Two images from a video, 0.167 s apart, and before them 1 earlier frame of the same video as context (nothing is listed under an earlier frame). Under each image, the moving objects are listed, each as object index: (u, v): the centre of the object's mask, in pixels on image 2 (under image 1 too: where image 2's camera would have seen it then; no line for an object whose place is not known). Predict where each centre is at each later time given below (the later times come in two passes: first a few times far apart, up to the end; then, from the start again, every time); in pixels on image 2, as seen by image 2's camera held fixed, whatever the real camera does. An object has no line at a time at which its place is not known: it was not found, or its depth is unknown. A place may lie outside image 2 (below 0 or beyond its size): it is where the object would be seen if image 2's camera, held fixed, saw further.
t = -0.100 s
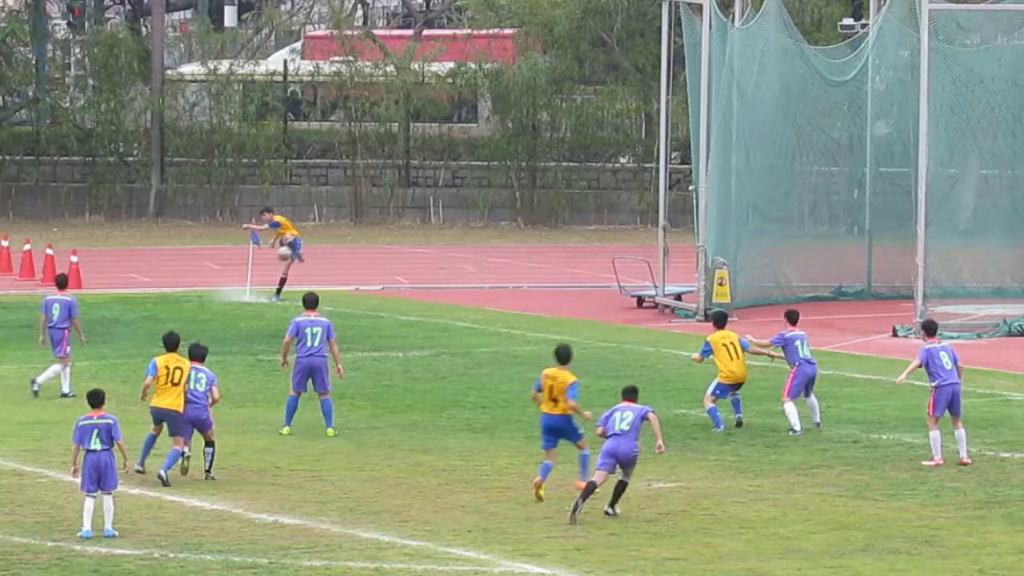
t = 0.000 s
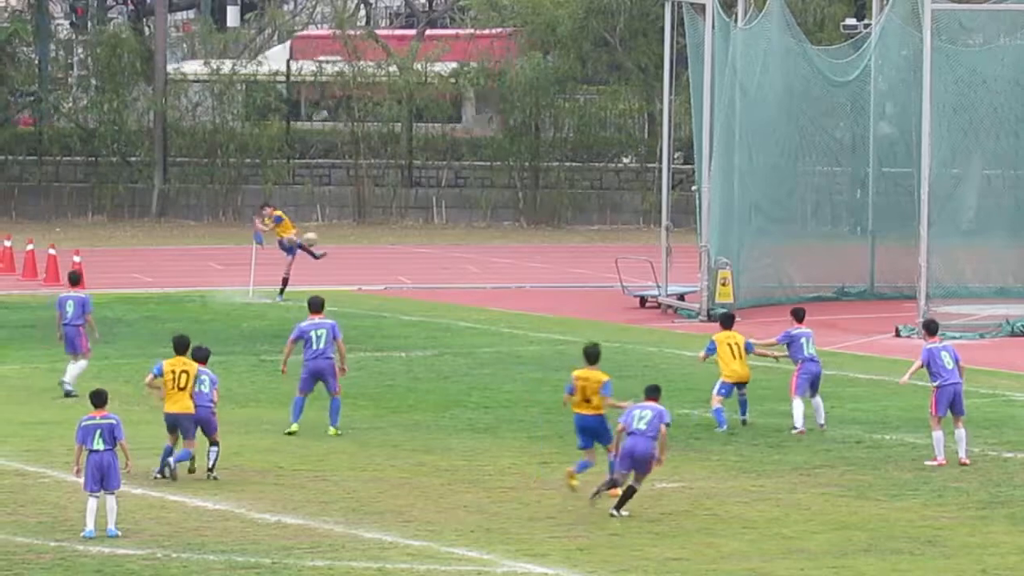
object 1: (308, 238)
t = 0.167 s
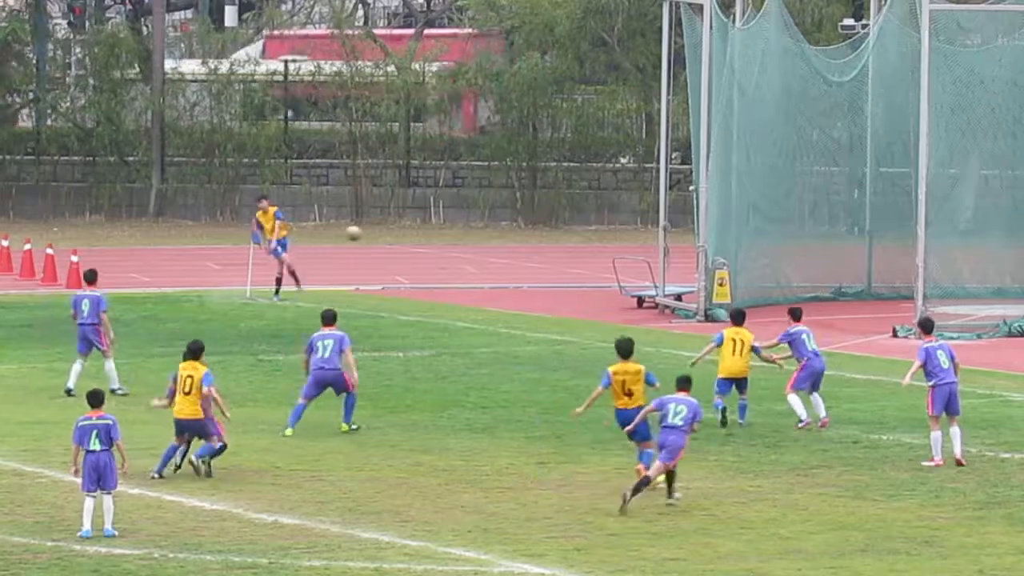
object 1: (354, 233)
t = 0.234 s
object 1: (375, 236)
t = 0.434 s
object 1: (446, 270)
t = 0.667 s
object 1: (542, 351)
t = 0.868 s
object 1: (604, 348)
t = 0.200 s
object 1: (364, 234)
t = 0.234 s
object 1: (375, 236)
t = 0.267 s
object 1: (386, 239)
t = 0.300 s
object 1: (397, 244)
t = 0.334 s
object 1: (408, 250)
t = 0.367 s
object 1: (421, 255)
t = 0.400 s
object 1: (433, 262)
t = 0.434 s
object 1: (446, 270)
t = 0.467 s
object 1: (458, 279)
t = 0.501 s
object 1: (473, 288)
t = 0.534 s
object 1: (485, 299)
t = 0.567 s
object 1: (498, 310)
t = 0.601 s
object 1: (513, 323)
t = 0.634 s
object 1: (527, 337)
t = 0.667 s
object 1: (542, 351)
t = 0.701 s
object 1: (558, 368)
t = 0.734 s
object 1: (570, 372)
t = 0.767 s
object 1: (579, 364)
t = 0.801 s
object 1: (587, 359)
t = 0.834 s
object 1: (596, 353)
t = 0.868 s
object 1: (604, 348)
